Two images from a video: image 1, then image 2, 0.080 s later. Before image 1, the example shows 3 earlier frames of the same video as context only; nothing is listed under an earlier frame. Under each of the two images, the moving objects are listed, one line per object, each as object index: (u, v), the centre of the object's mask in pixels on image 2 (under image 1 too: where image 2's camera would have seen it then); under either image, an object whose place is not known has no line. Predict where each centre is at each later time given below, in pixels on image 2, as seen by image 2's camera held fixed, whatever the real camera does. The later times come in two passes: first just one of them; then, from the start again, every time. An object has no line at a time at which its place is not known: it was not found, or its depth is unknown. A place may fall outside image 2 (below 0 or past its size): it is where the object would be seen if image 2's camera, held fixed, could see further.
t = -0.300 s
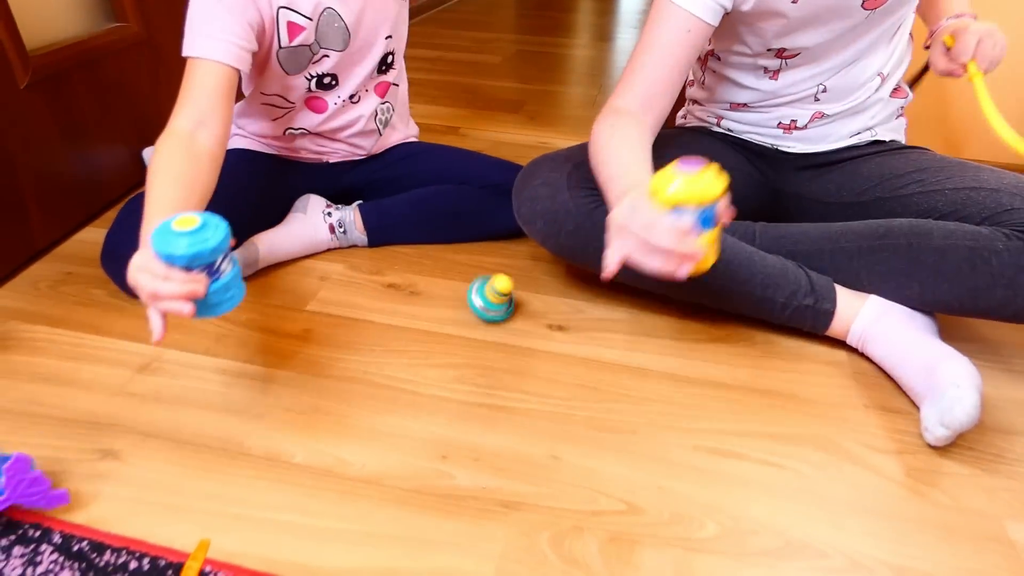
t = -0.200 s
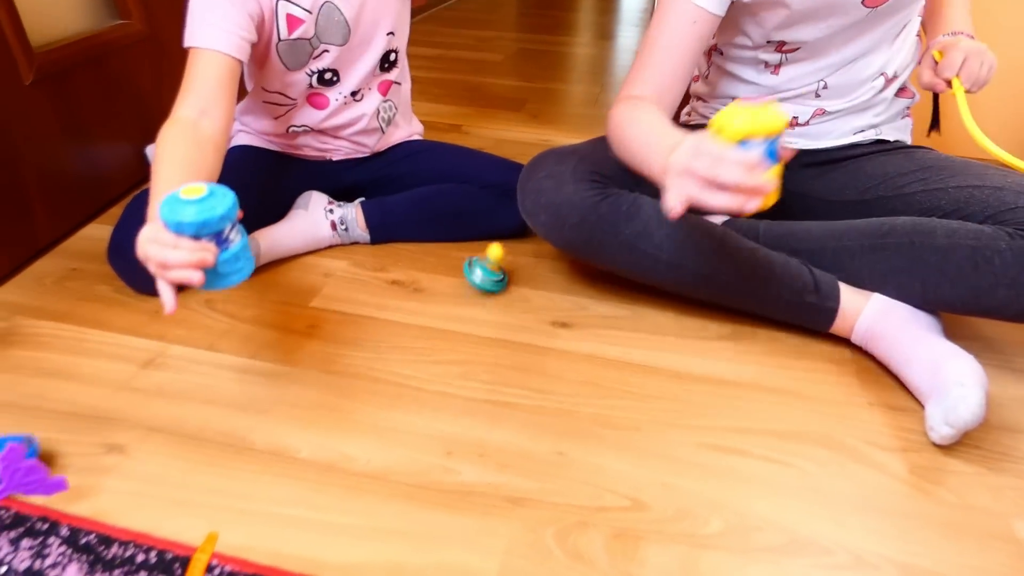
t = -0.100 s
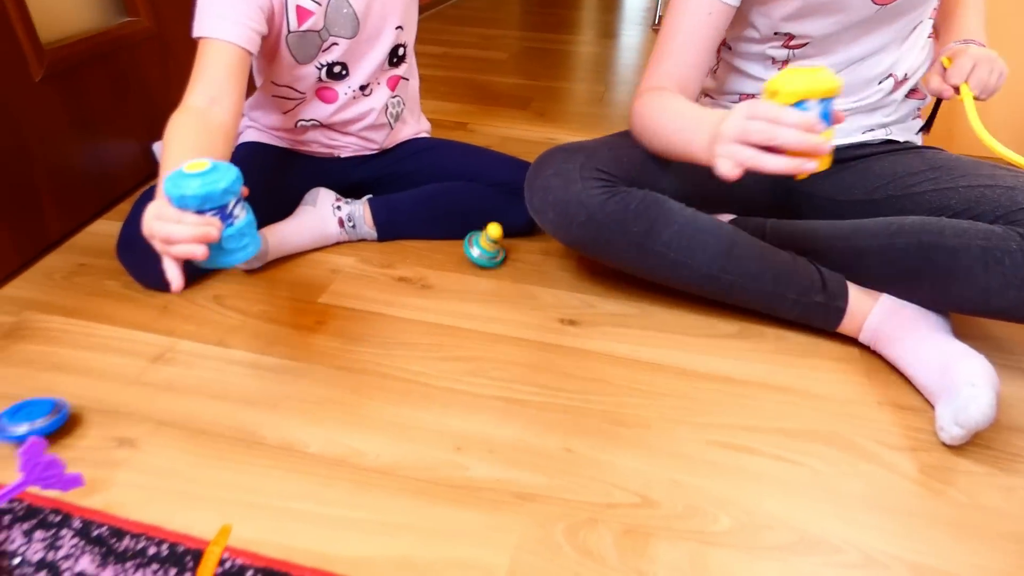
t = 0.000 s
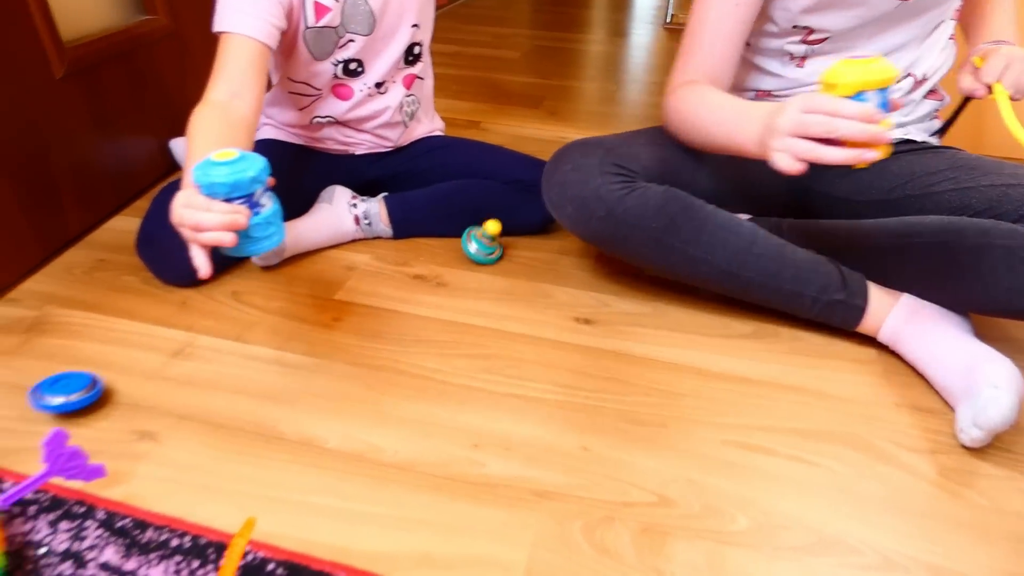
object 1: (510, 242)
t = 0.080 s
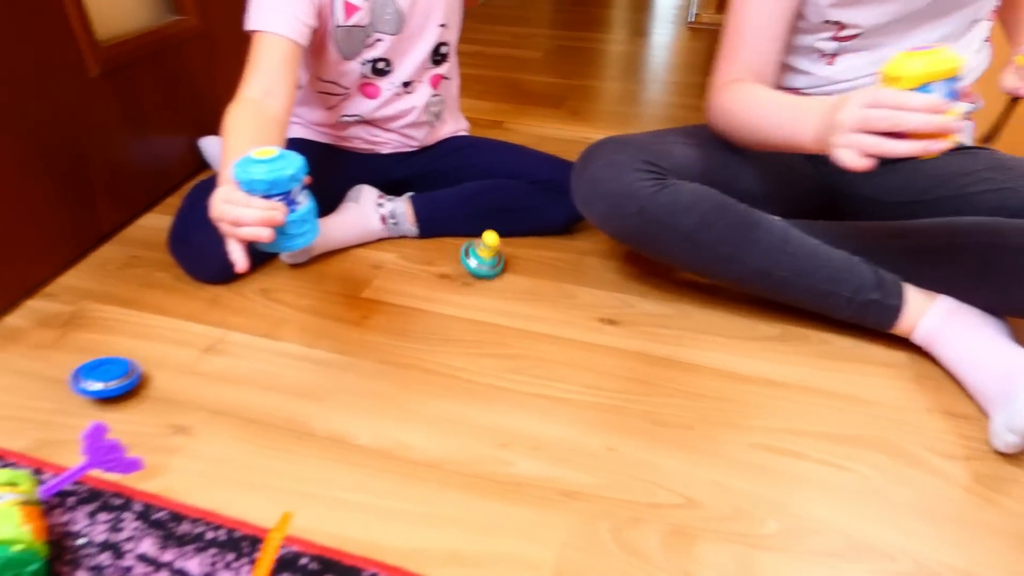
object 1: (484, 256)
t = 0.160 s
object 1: (457, 272)
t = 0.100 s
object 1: (477, 261)
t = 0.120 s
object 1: (471, 263)
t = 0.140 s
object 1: (464, 267)
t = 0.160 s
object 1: (457, 272)
